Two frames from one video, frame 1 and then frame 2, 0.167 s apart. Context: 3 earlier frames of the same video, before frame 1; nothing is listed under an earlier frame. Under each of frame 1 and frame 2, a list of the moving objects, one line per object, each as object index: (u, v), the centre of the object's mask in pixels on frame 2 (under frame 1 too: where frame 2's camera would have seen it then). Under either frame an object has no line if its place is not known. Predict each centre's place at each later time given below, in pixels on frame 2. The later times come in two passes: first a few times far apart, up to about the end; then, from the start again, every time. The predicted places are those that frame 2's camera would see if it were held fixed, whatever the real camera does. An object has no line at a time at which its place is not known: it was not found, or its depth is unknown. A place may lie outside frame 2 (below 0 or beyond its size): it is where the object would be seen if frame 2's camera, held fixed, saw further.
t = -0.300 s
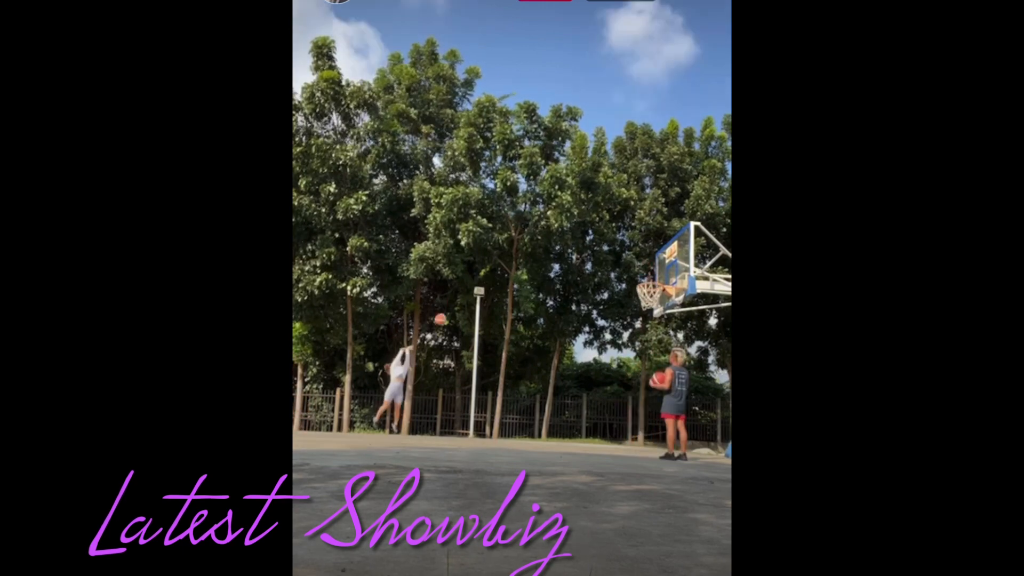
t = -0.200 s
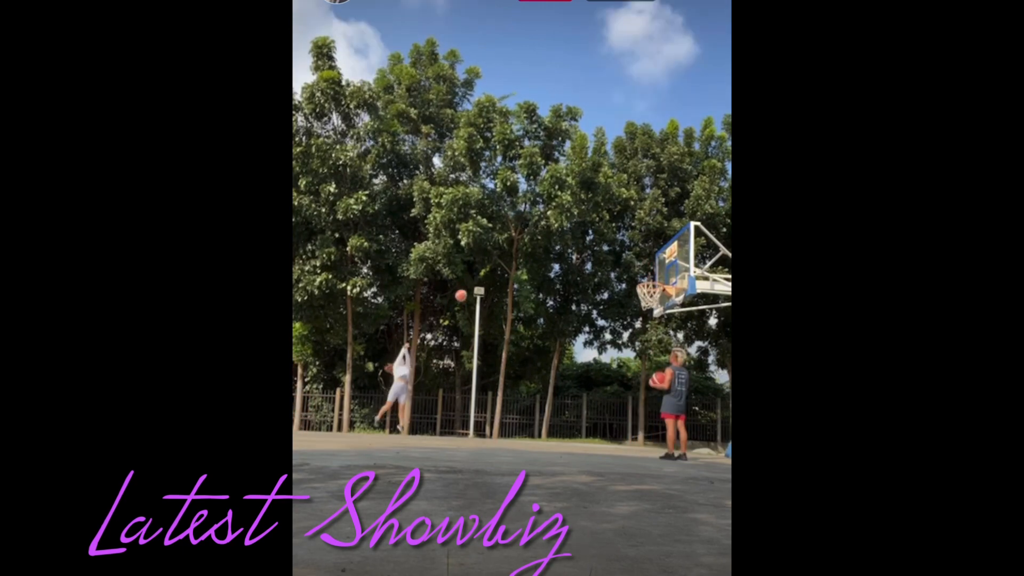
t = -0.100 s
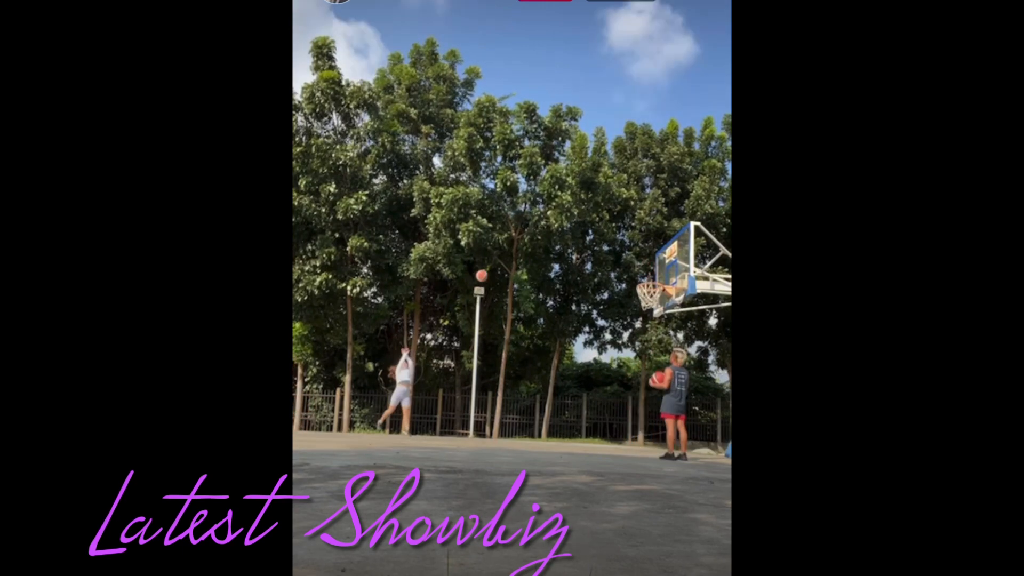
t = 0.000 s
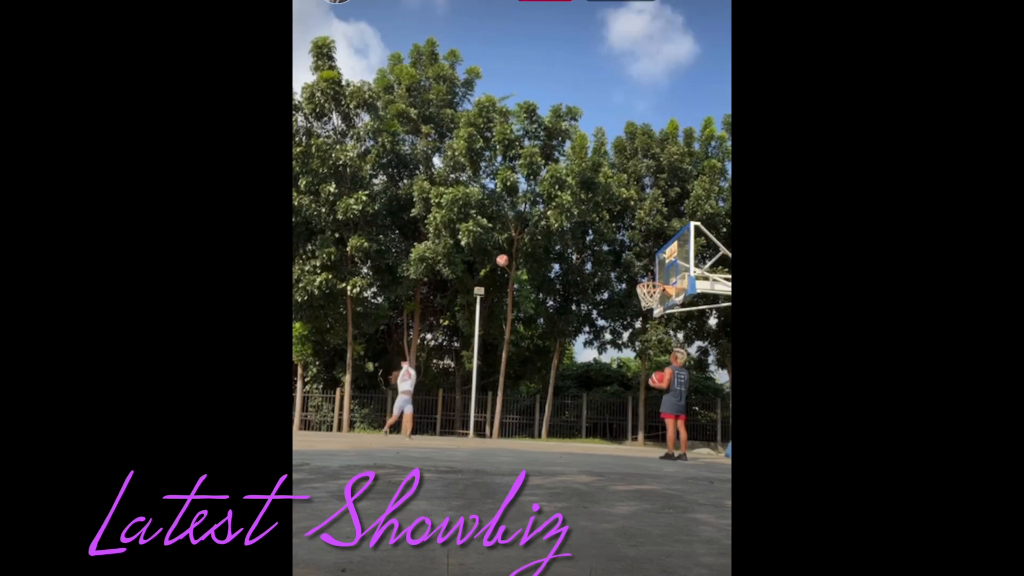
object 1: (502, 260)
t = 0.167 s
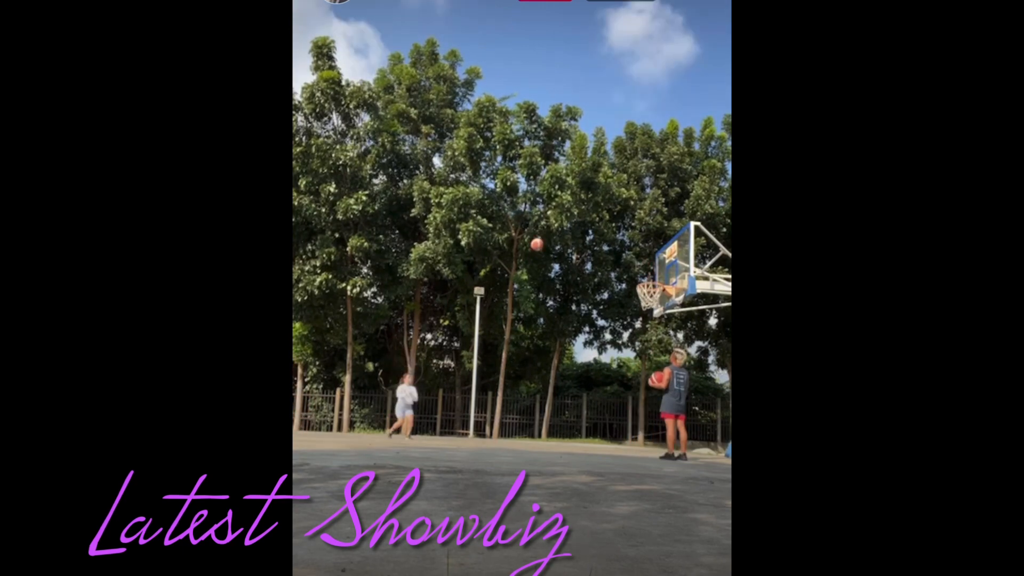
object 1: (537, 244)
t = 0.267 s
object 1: (558, 241)
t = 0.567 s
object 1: (624, 257)
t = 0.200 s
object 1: (544, 243)
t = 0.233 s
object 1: (551, 241)
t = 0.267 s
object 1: (558, 241)
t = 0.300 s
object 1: (565, 240)
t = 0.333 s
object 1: (572, 240)
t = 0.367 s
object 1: (579, 241)
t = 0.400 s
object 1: (587, 243)
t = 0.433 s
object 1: (594, 244)
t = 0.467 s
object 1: (601, 247)
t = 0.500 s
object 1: (609, 250)
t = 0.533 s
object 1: (617, 253)
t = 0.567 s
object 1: (624, 257)
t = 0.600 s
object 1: (632, 262)
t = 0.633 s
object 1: (640, 267)
